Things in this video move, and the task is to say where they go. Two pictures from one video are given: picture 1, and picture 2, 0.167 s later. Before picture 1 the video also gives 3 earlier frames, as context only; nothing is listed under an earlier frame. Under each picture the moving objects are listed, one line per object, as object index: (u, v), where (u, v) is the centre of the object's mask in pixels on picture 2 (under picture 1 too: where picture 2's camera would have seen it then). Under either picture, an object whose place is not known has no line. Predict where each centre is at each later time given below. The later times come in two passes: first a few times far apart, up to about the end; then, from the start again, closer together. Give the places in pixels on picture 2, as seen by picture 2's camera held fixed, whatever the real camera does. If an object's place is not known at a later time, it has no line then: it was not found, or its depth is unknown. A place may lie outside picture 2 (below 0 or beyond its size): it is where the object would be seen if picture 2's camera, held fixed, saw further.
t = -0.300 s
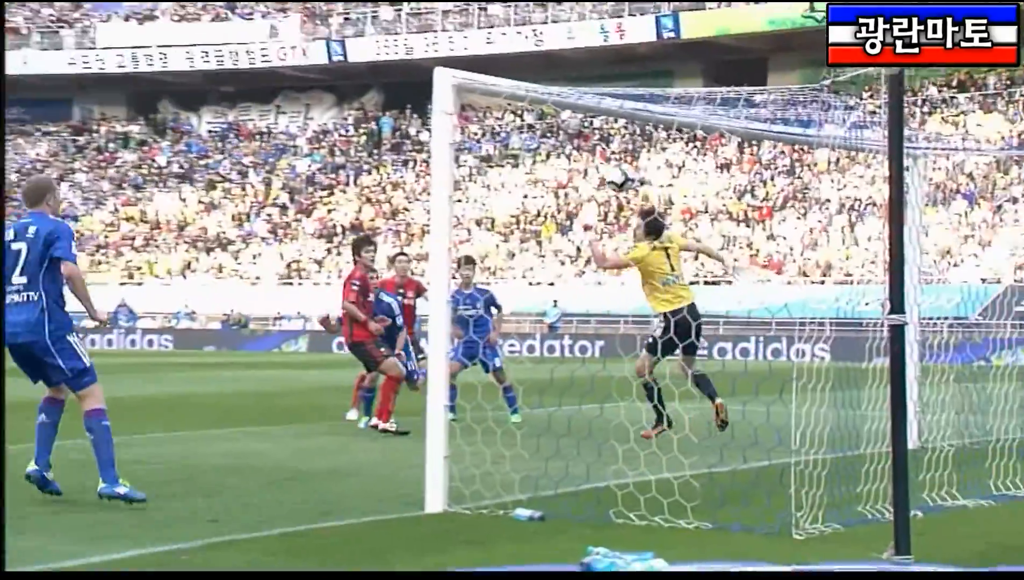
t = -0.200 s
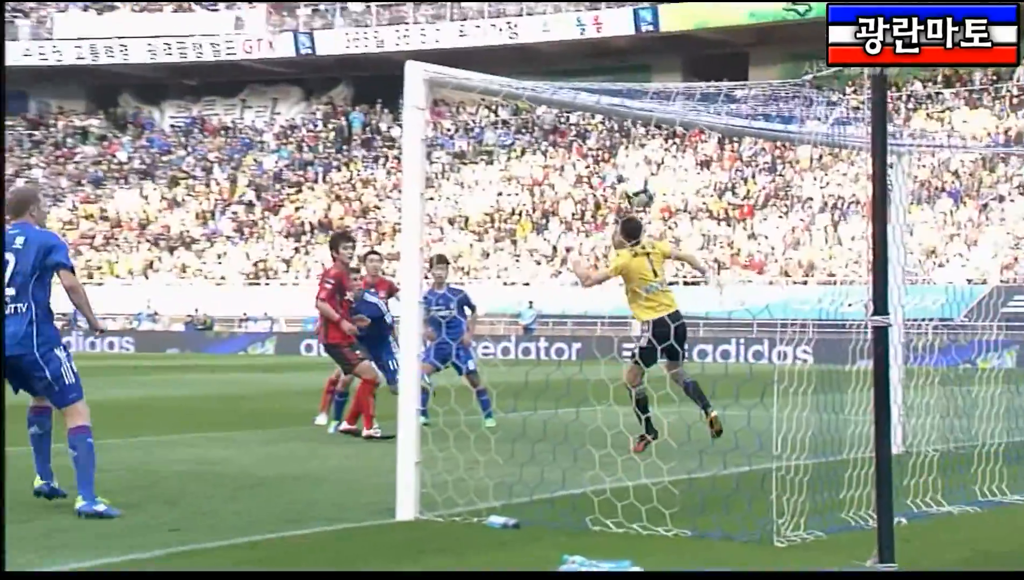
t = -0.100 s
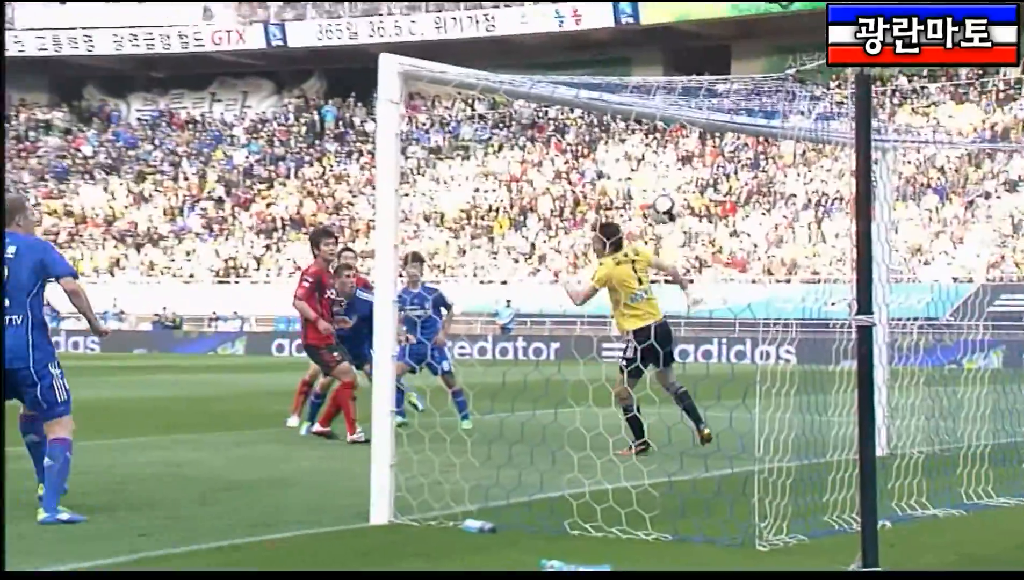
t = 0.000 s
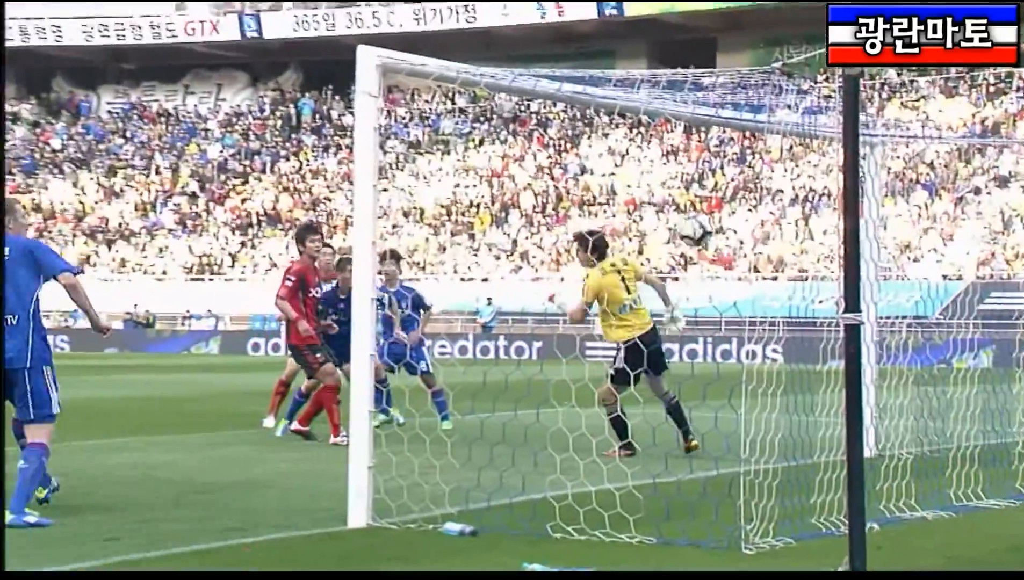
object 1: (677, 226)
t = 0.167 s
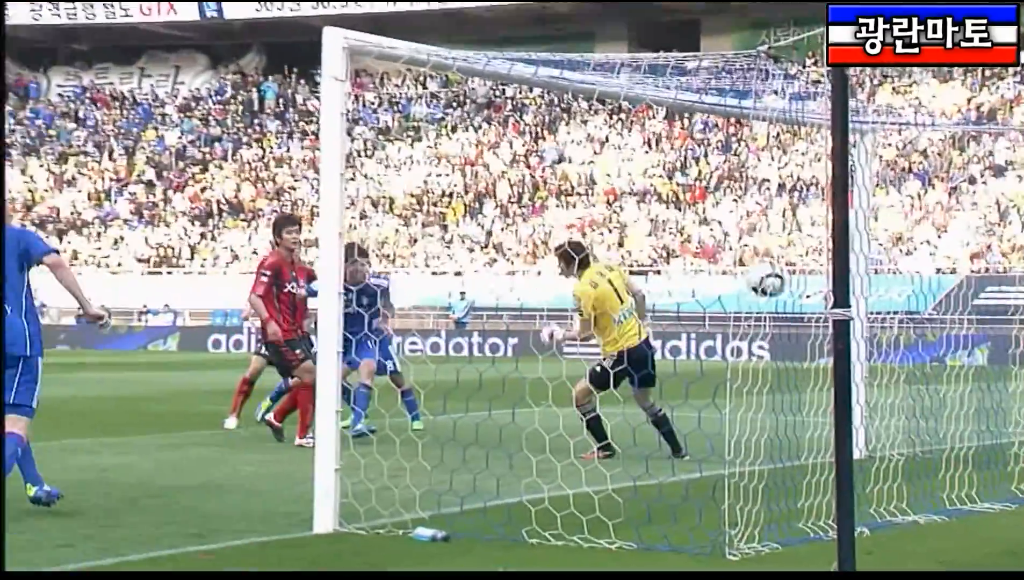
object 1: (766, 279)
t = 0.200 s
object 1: (785, 295)
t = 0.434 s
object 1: (917, 398)
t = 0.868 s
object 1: (966, 525)
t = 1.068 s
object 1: (925, 503)
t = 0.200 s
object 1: (785, 295)
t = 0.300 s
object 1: (858, 334)
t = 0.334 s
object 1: (869, 352)
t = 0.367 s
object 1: (884, 367)
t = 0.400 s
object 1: (900, 381)
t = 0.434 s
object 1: (917, 398)
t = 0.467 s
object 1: (929, 410)
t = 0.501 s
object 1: (942, 423)
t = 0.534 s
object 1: (955, 436)
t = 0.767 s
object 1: (987, 508)
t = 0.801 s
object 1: (982, 514)
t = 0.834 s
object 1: (974, 522)
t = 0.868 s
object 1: (966, 525)
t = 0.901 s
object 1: (959, 521)
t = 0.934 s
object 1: (951, 517)
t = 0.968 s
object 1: (945, 513)
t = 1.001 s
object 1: (939, 510)
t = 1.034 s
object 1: (932, 507)
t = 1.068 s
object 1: (925, 503)
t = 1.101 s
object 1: (917, 502)
